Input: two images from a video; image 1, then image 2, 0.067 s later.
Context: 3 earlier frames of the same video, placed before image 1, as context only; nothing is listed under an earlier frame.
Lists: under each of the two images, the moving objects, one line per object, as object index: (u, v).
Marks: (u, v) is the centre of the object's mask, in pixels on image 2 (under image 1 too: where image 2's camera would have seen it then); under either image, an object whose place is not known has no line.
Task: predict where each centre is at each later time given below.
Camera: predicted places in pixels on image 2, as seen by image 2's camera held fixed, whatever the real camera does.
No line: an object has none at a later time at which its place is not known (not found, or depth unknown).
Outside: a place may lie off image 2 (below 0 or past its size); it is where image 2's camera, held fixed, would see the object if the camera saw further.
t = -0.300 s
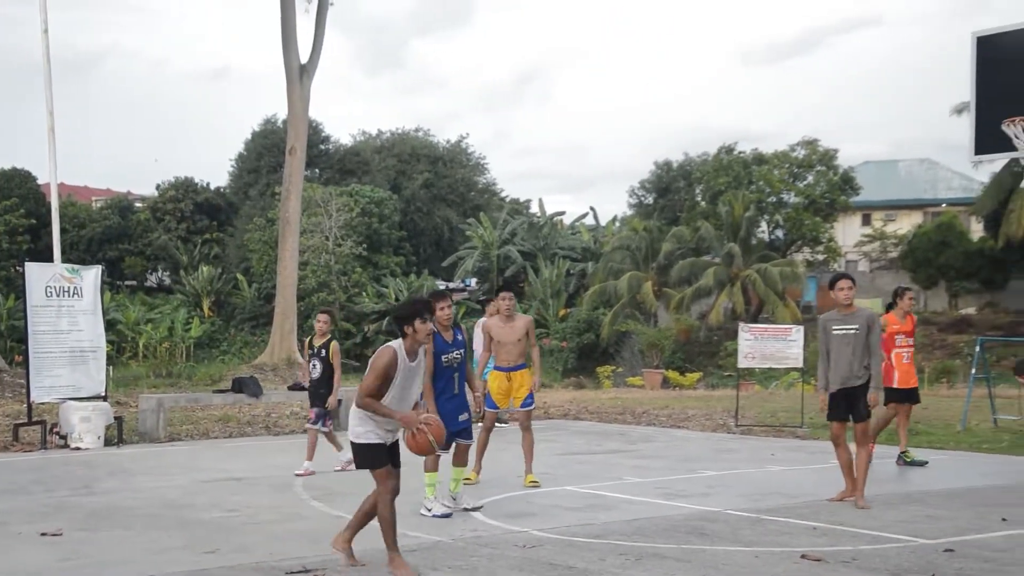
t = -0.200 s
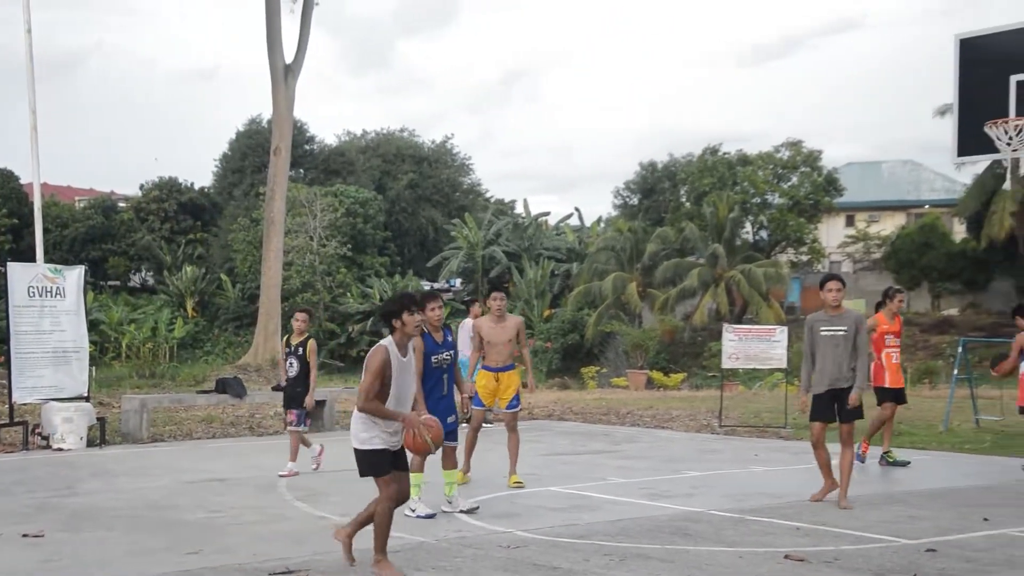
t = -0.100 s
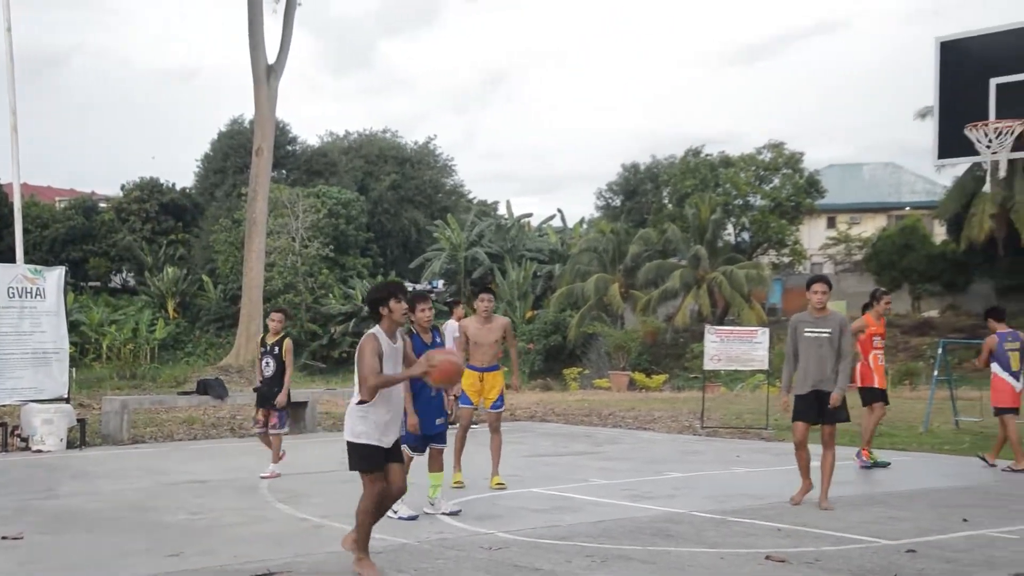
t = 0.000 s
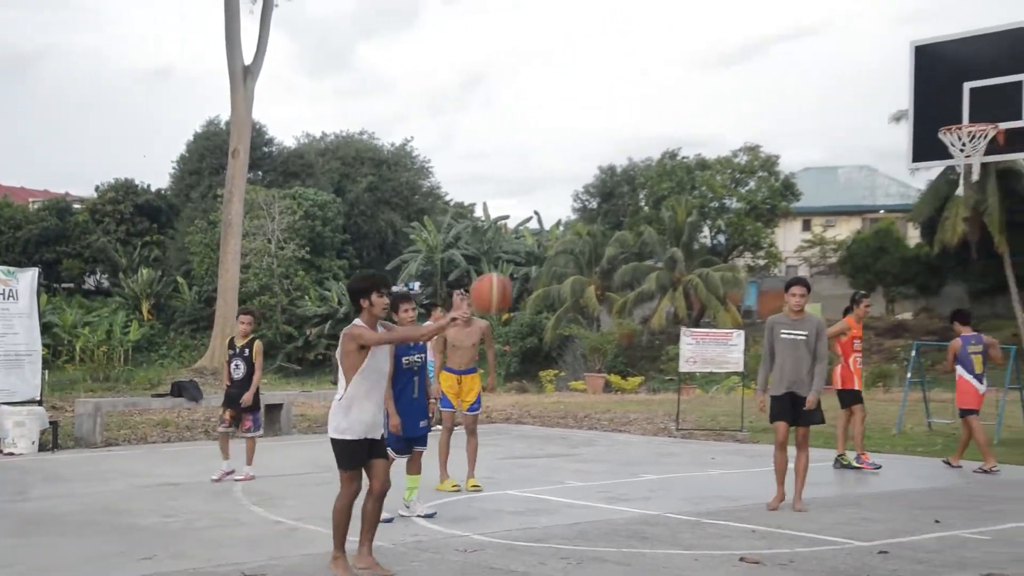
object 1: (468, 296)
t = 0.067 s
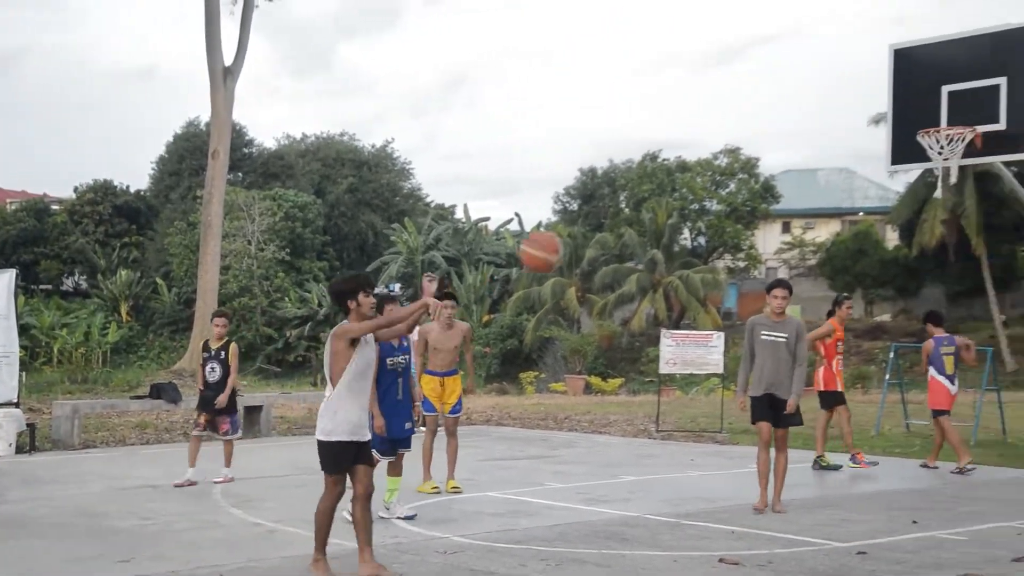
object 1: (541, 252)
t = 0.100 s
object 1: (579, 232)
